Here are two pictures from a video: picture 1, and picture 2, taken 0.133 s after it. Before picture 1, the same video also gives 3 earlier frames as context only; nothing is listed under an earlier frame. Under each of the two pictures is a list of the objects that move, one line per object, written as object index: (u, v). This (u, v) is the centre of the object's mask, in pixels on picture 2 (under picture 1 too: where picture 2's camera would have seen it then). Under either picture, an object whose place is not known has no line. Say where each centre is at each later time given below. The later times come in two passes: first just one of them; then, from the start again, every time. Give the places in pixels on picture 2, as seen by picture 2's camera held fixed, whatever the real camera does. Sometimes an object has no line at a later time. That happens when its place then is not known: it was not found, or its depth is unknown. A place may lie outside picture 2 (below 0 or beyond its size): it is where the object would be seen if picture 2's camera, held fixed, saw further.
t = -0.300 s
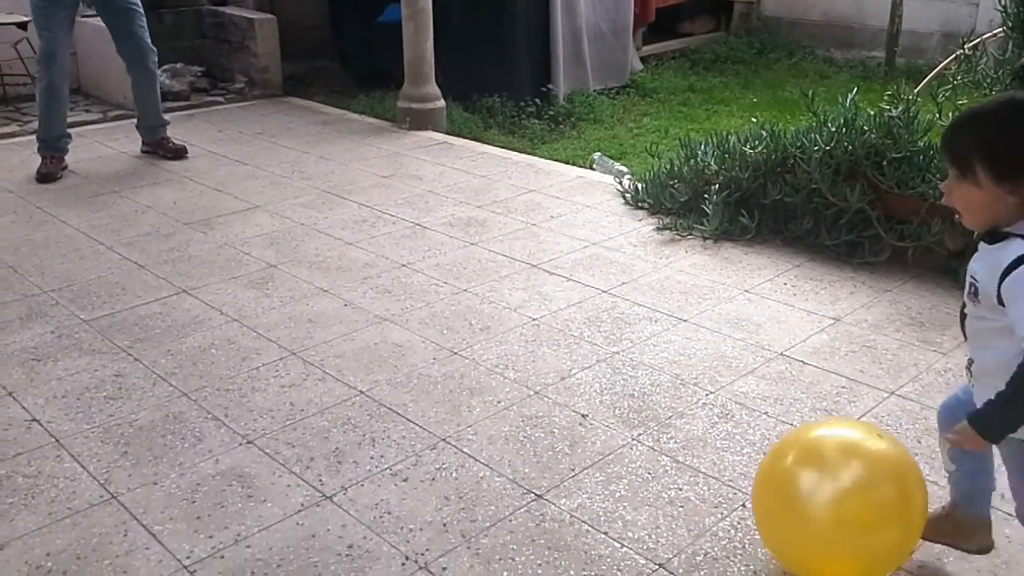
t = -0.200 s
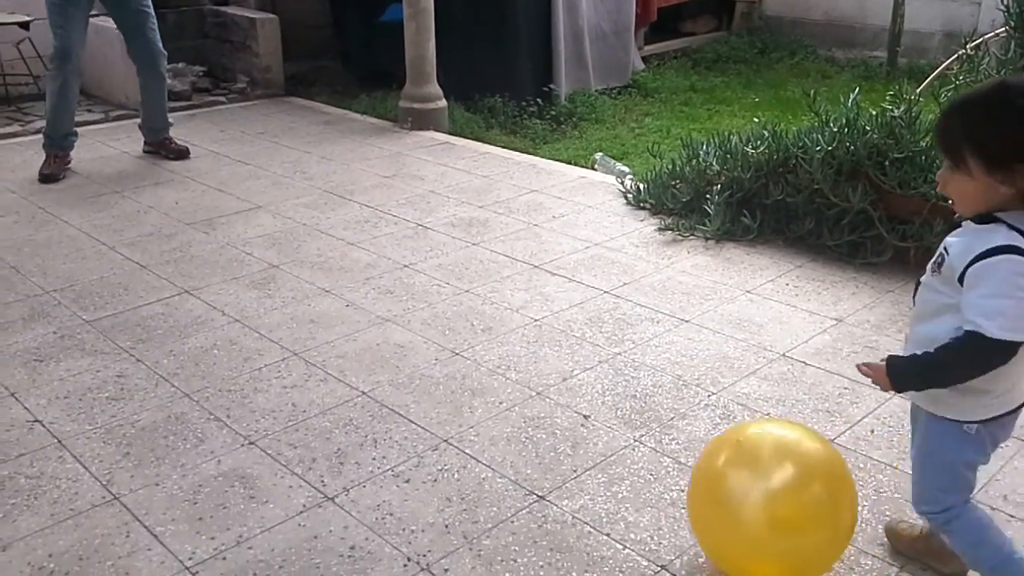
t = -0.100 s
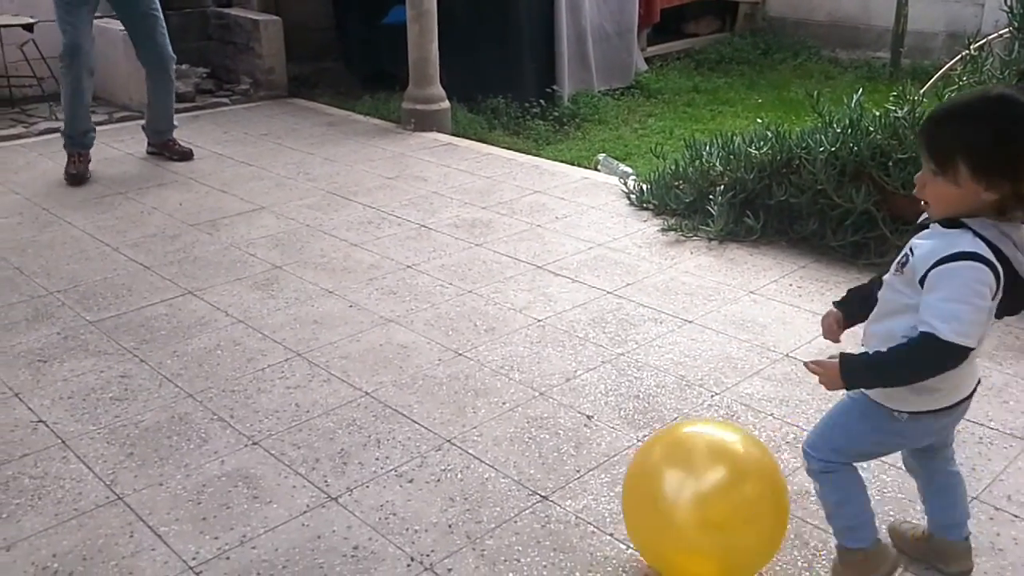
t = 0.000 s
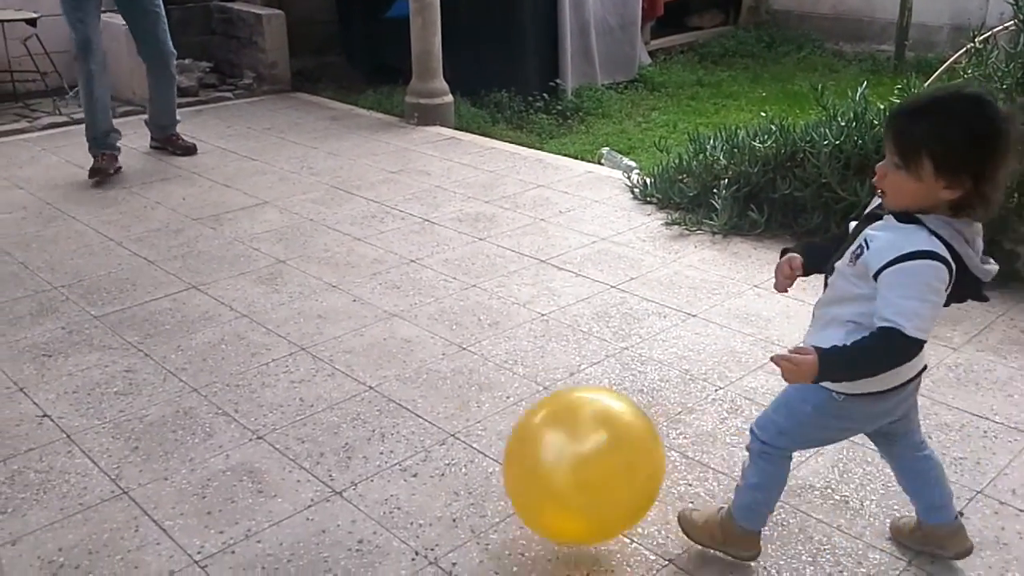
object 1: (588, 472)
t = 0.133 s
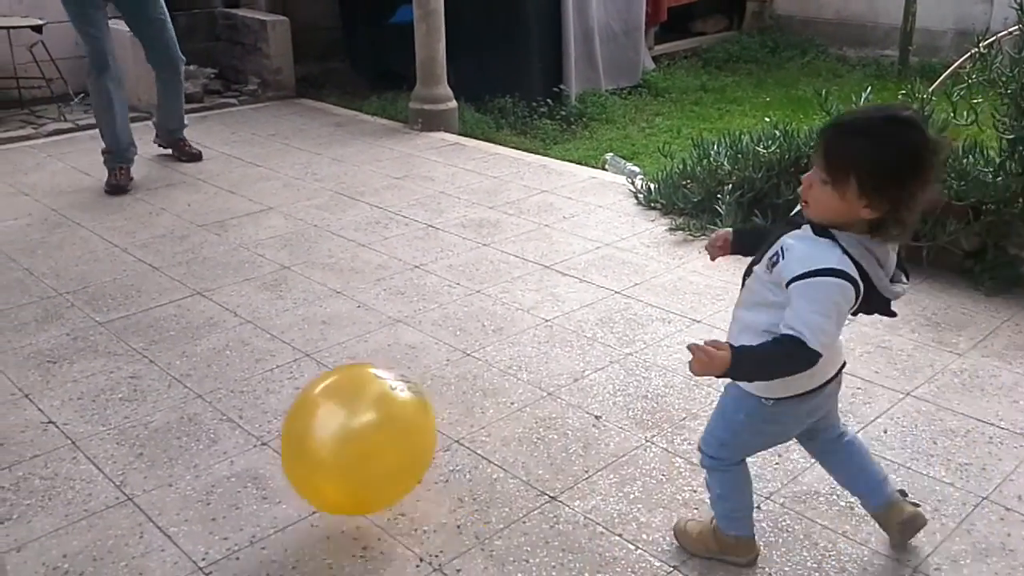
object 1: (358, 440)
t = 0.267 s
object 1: (180, 427)
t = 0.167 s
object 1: (306, 443)
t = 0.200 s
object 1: (258, 450)
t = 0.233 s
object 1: (217, 440)
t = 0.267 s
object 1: (180, 427)
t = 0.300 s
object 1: (145, 418)
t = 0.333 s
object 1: (111, 412)
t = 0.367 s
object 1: (80, 411)
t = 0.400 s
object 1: (56, 414)
